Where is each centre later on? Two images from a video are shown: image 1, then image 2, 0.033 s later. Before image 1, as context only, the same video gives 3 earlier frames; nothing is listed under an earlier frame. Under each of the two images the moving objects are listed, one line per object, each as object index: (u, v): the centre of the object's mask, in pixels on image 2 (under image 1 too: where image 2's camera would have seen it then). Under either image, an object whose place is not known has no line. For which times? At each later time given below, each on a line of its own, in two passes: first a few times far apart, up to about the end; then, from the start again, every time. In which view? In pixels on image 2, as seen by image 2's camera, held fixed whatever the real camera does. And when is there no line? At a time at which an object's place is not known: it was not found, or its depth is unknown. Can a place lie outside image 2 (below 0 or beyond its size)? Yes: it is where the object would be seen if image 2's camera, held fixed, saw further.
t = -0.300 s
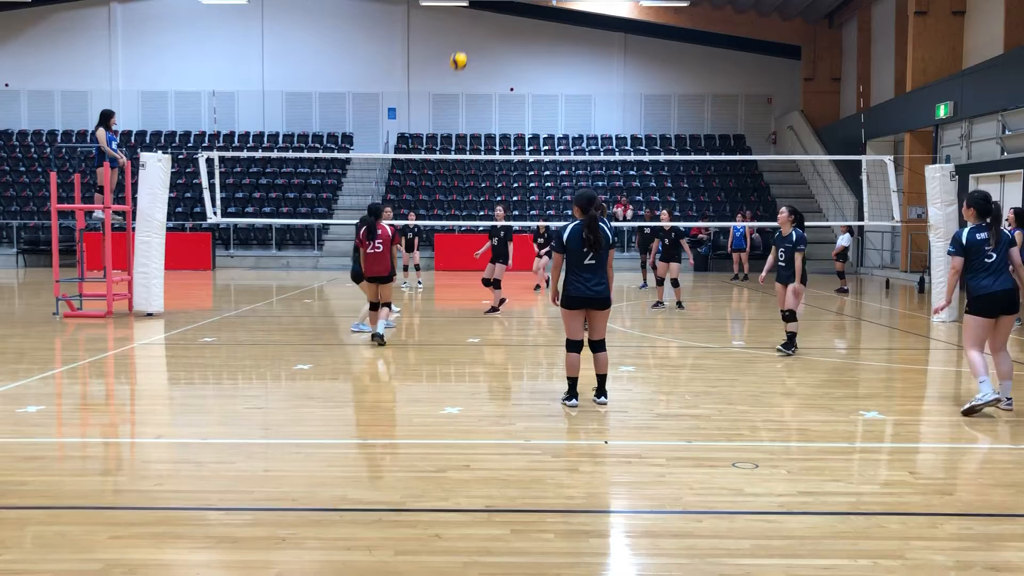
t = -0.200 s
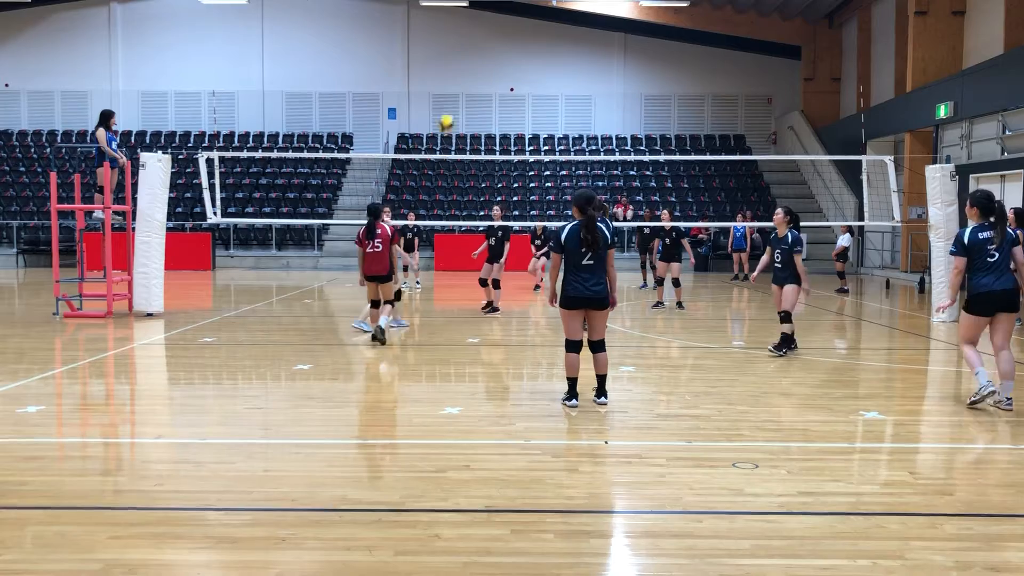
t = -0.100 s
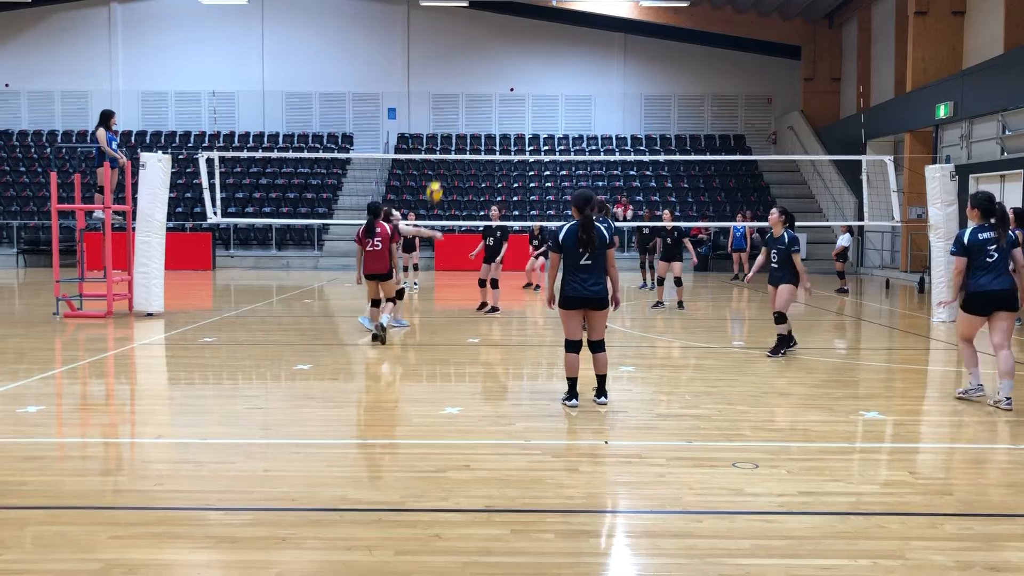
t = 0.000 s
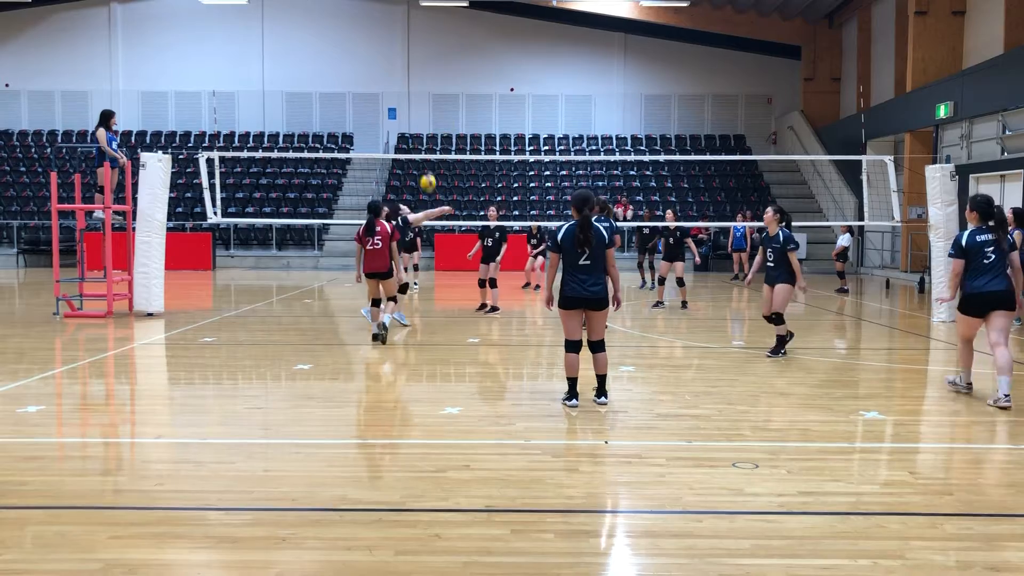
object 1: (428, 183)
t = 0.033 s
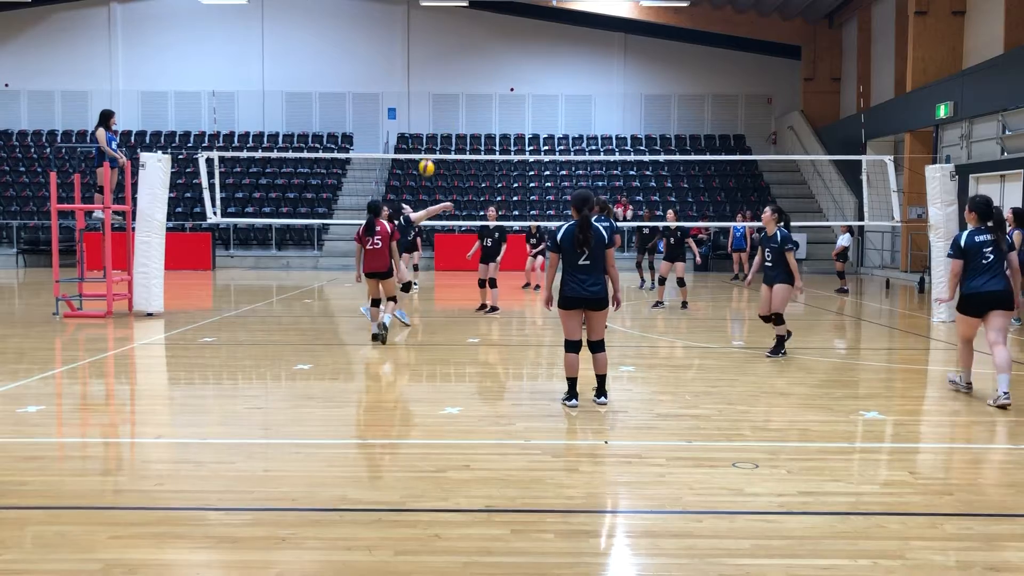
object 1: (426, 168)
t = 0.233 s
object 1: (421, 103)
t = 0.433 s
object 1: (416, 77)
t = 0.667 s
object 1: (411, 81)
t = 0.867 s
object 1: (407, 109)
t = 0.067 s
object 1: (426, 154)
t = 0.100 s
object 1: (424, 141)
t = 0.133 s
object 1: (424, 130)
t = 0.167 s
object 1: (423, 120)
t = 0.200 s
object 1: (422, 111)
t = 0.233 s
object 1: (421, 103)
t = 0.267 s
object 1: (420, 96)
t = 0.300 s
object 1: (420, 91)
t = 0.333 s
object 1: (418, 86)
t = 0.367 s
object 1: (417, 81)
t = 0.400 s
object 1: (416, 78)
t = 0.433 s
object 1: (416, 77)
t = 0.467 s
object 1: (415, 75)
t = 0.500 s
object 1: (414, 74)
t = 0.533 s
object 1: (414, 74)
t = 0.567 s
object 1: (413, 75)
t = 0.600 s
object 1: (412, 77)
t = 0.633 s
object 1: (411, 79)
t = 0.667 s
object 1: (411, 81)
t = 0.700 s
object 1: (410, 85)
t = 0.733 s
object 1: (410, 89)
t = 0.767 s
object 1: (409, 93)
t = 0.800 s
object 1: (408, 98)
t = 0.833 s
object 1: (408, 104)
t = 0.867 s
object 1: (407, 109)
